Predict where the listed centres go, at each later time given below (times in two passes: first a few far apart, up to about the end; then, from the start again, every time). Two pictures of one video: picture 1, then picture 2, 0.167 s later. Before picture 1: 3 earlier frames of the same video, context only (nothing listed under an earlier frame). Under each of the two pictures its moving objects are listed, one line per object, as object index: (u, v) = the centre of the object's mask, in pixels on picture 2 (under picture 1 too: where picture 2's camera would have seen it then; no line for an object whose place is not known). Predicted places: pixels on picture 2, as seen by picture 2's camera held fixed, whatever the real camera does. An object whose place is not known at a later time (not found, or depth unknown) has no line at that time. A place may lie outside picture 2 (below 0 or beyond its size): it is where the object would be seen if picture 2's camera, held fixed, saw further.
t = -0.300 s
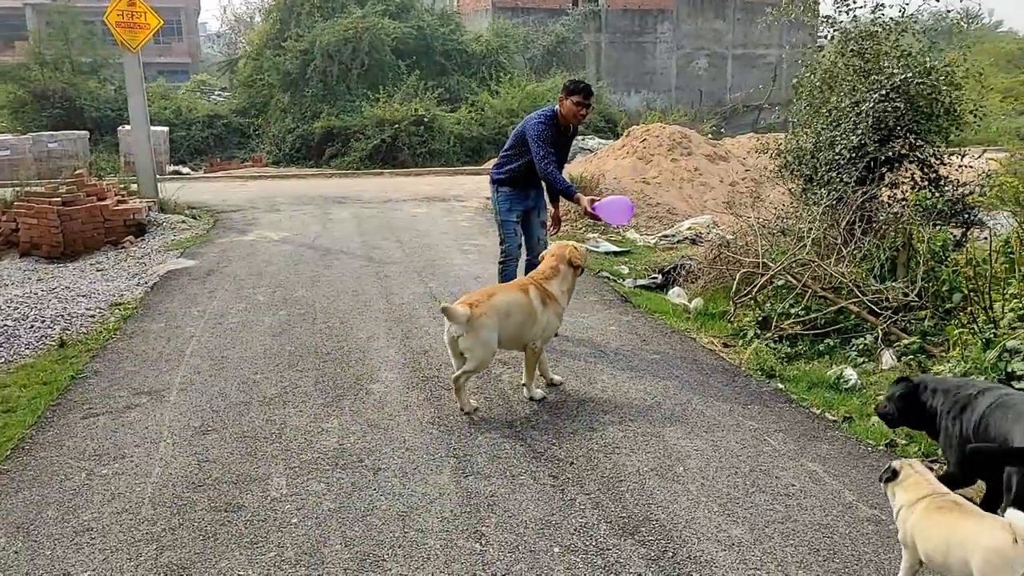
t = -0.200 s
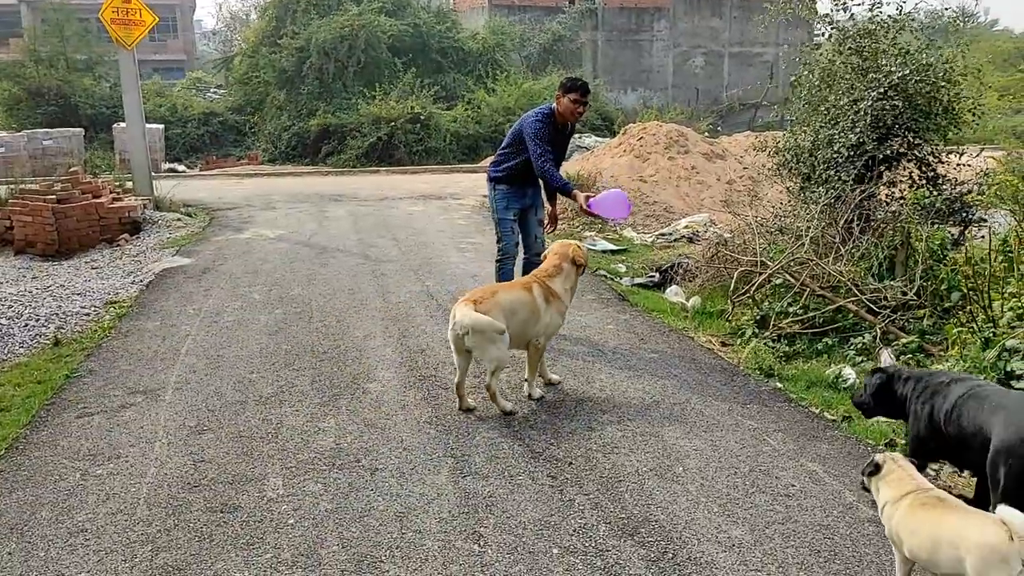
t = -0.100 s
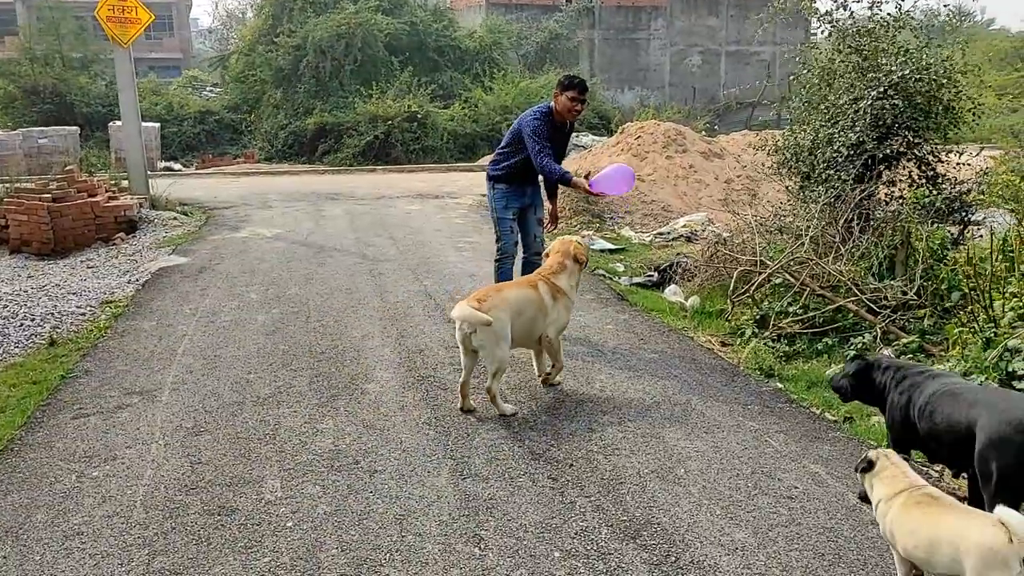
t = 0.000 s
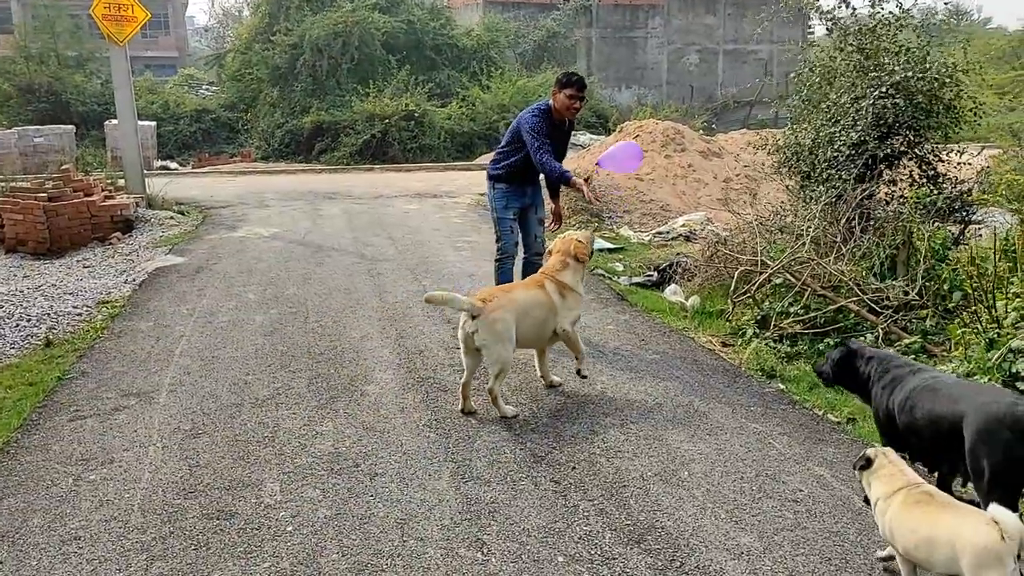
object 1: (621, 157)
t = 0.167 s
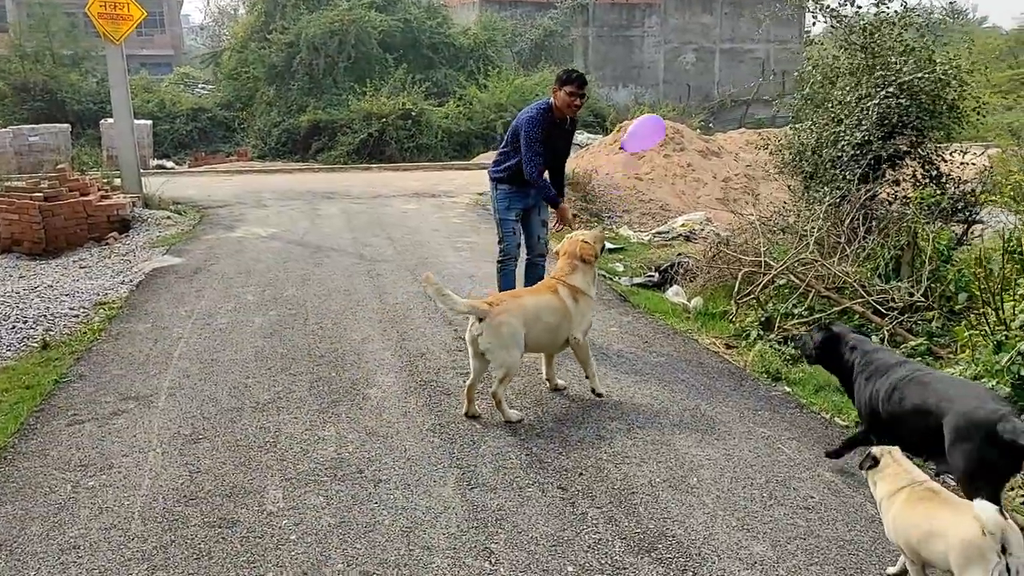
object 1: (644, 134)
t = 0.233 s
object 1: (654, 128)
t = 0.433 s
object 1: (677, 116)
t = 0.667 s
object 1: (697, 107)
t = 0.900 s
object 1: (722, 94)
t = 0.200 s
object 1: (650, 130)
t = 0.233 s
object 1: (654, 128)
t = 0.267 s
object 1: (659, 125)
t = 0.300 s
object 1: (663, 123)
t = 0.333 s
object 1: (667, 121)
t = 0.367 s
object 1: (670, 119)
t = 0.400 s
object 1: (674, 117)
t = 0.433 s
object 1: (677, 116)
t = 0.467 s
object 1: (680, 115)
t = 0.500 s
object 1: (682, 114)
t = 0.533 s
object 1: (686, 113)
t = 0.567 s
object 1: (688, 112)
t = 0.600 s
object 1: (691, 110)
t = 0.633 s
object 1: (694, 108)
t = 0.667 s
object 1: (697, 107)
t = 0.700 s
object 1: (699, 105)
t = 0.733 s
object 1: (702, 103)
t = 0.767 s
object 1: (706, 101)
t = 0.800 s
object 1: (709, 99)
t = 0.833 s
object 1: (713, 97)
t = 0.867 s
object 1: (718, 95)
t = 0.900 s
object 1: (722, 94)
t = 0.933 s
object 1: (726, 92)
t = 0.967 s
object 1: (728, 91)
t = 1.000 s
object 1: (735, 90)
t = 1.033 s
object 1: (740, 89)
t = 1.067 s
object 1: (743, 87)
